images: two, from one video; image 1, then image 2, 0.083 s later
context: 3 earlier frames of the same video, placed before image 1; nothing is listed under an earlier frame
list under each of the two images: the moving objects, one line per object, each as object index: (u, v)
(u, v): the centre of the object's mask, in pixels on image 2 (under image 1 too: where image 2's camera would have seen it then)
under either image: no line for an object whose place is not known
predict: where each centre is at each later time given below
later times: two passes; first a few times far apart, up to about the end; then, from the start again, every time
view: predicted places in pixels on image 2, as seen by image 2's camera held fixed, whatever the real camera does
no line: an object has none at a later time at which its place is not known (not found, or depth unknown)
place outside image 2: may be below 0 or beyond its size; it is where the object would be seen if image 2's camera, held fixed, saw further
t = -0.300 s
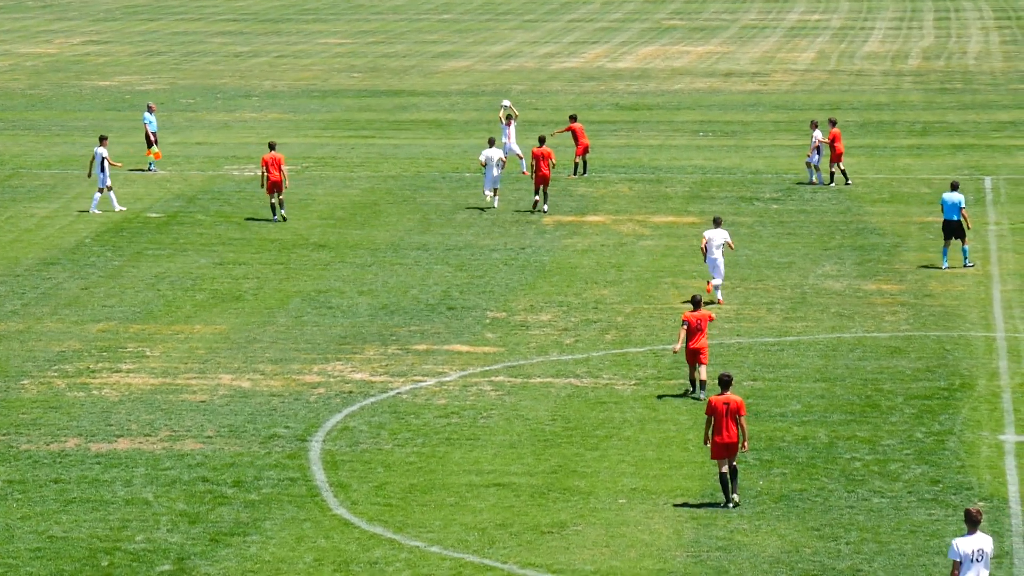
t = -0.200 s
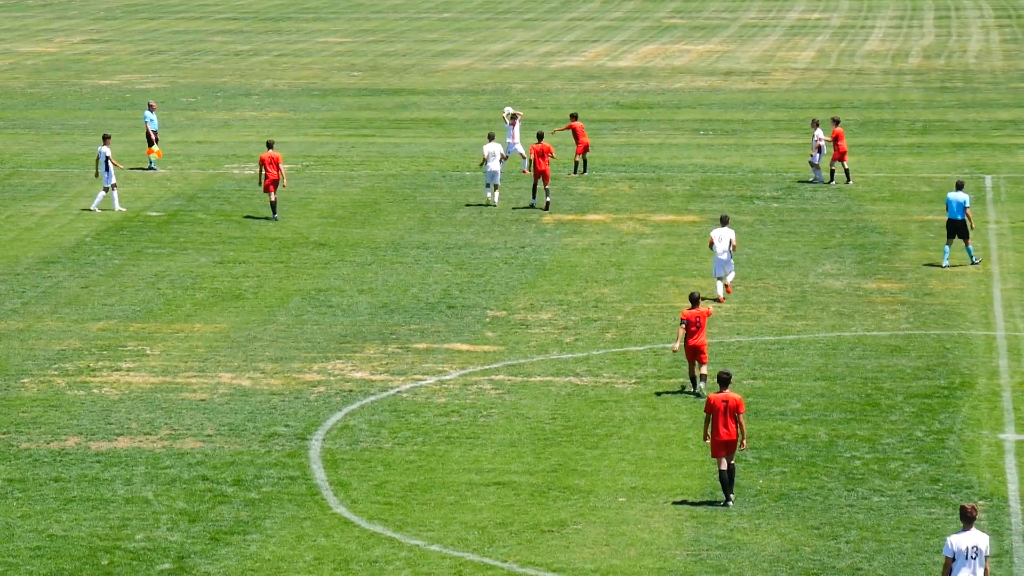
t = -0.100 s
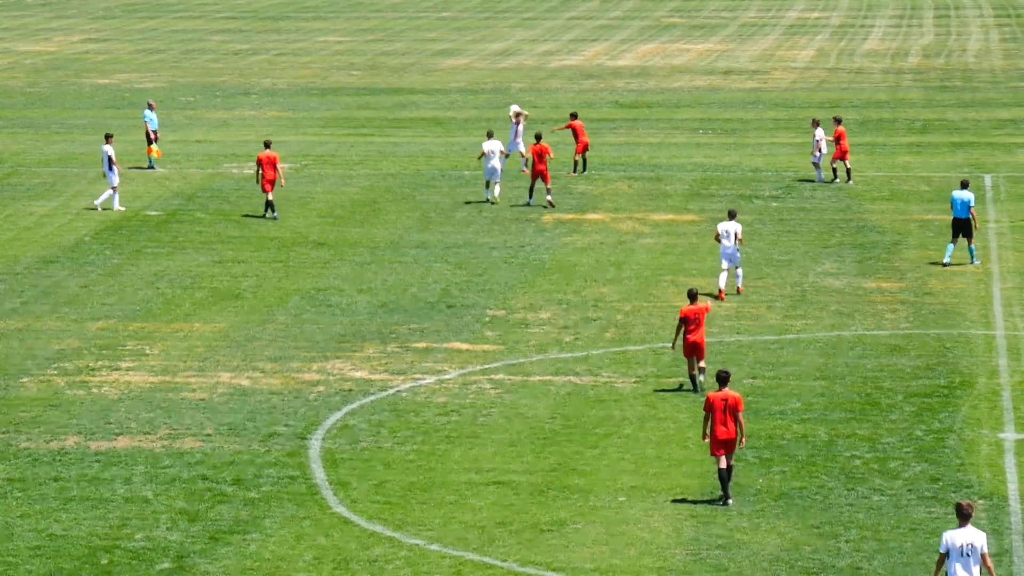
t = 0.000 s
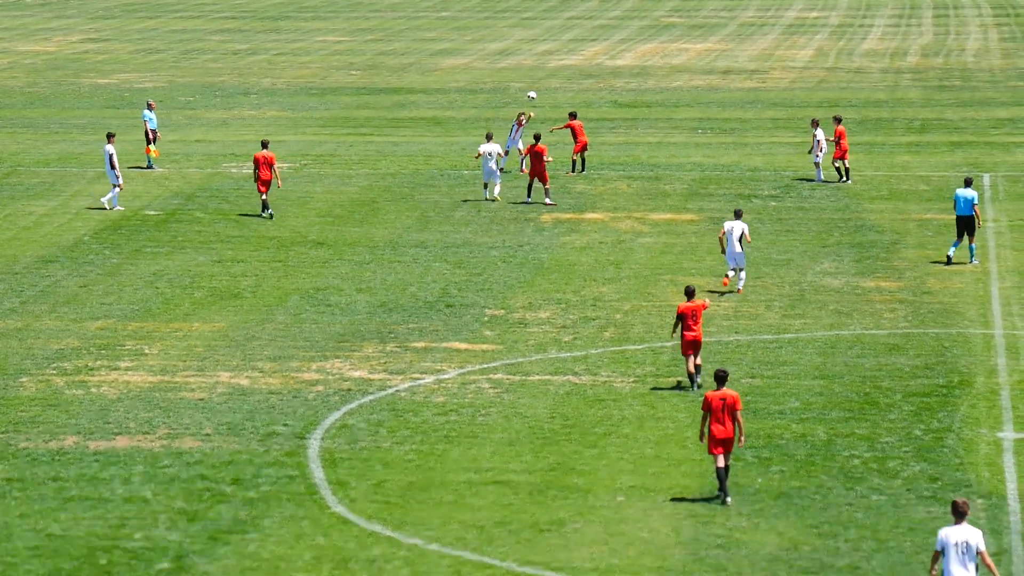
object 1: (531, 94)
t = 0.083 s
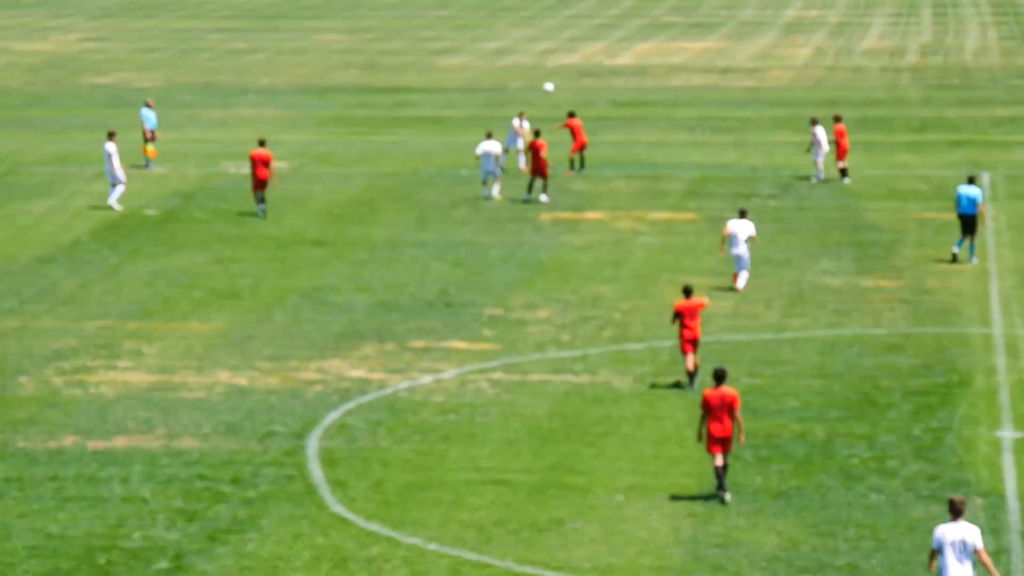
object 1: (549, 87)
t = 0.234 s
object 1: (582, 83)
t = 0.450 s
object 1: (633, 95)
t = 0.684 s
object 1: (686, 130)
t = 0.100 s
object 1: (553, 86)
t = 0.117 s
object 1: (556, 86)
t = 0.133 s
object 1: (559, 85)
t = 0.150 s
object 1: (563, 84)
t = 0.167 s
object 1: (567, 84)
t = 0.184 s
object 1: (571, 83)
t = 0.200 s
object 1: (575, 83)
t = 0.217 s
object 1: (578, 83)
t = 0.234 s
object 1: (582, 83)
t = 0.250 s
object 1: (586, 84)
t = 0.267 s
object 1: (590, 84)
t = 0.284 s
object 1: (594, 84)
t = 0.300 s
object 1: (598, 85)
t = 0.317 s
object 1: (602, 86)
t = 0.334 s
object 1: (606, 86)
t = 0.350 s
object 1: (610, 87)
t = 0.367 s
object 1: (613, 88)
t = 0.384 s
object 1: (617, 89)
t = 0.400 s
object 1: (621, 90)
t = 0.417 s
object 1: (625, 92)
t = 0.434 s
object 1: (629, 93)
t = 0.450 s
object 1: (633, 95)
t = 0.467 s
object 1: (636, 96)
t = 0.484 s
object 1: (641, 98)
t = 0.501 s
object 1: (644, 100)
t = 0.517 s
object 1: (648, 102)
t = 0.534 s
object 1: (652, 104)
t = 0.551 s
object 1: (655, 106)
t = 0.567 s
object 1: (660, 109)
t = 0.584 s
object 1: (663, 112)
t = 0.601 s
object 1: (667, 114)
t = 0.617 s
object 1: (671, 117)
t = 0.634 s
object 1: (675, 120)
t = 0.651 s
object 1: (679, 123)
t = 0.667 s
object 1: (683, 126)
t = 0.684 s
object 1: (686, 130)
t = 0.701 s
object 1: (690, 133)
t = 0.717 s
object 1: (694, 136)
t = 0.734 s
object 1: (698, 140)
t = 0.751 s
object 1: (702, 143)
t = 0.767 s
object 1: (706, 148)
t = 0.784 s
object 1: (710, 151)
